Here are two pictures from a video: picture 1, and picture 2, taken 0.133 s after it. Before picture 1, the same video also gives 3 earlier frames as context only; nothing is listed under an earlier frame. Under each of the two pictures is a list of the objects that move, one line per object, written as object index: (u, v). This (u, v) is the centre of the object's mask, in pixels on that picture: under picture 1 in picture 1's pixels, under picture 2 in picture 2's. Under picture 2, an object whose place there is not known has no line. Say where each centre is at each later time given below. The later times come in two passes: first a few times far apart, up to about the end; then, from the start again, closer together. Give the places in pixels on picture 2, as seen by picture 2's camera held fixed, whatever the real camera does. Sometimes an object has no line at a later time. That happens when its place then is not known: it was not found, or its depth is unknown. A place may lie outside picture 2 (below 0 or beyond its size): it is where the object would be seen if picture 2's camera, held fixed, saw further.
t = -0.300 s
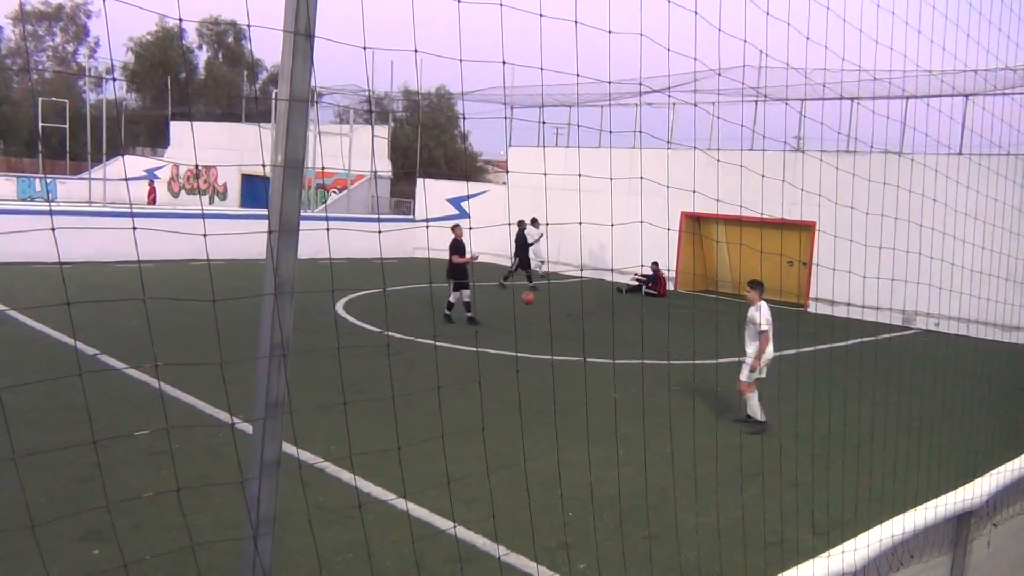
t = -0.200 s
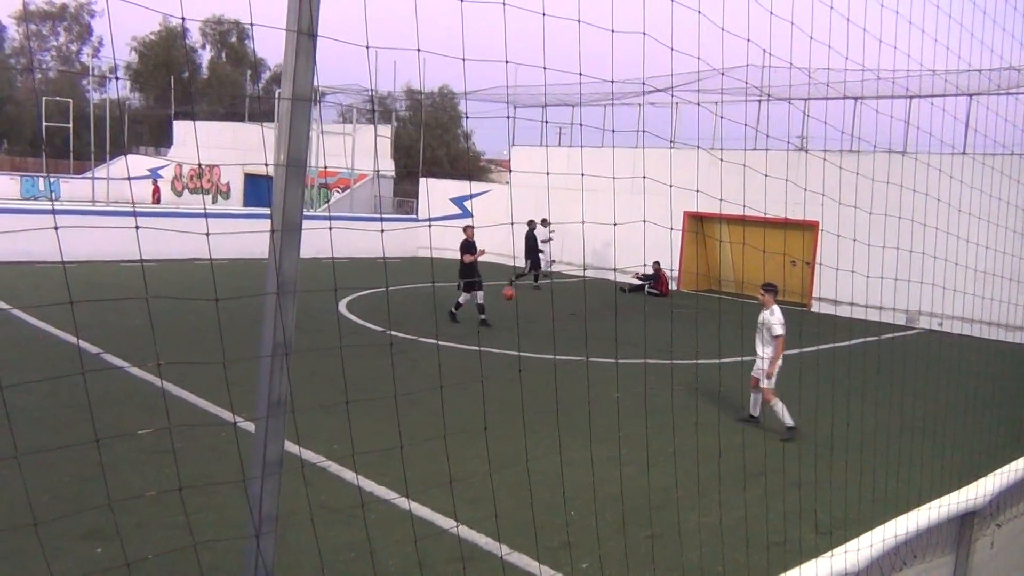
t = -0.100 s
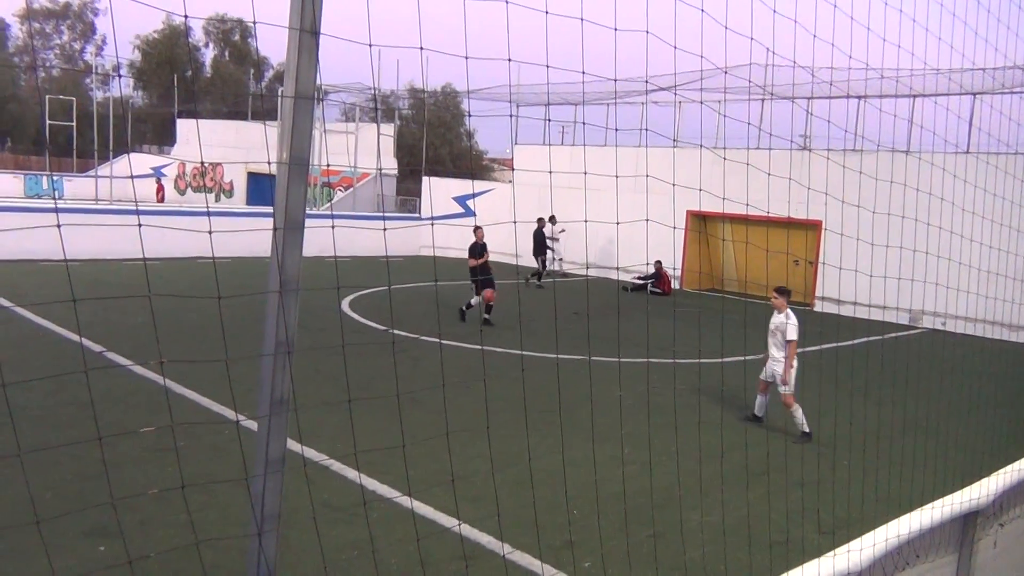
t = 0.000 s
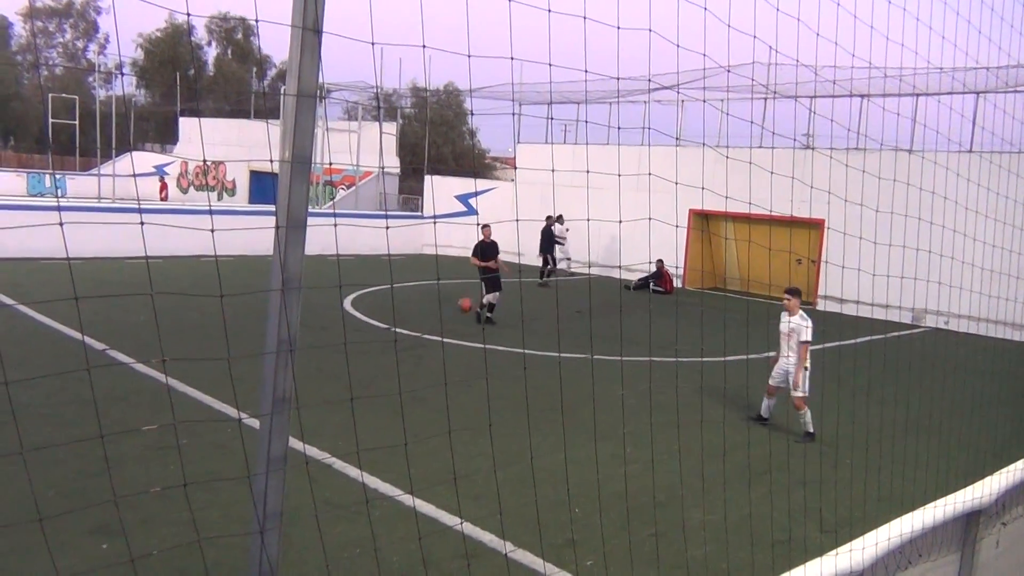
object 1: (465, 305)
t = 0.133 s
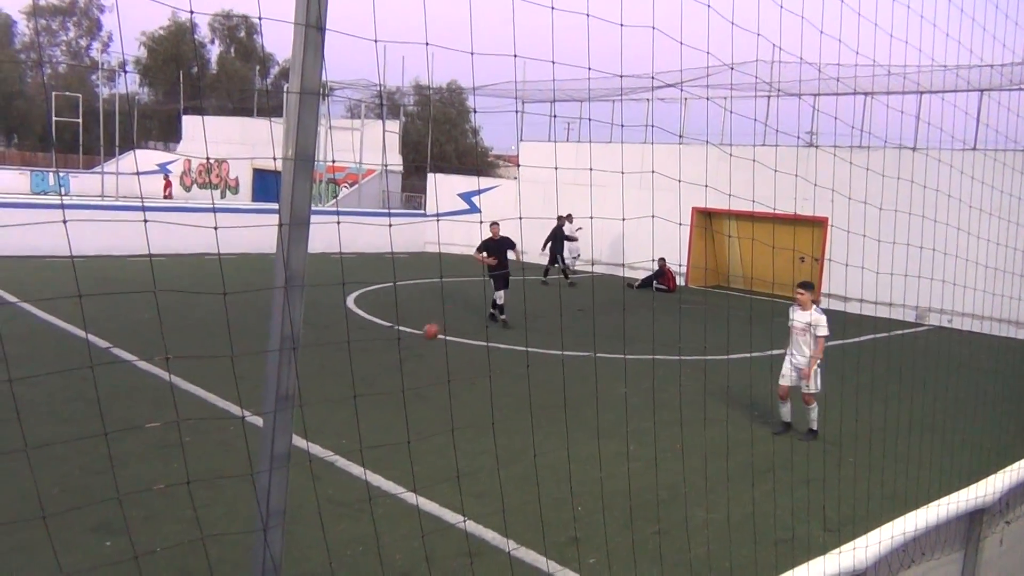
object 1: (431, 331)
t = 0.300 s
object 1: (378, 382)
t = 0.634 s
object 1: (249, 367)
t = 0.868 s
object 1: (126, 429)
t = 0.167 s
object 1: (421, 342)
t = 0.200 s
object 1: (411, 352)
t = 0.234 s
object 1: (400, 365)
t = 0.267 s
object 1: (390, 379)
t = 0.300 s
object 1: (378, 382)
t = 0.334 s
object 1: (368, 377)
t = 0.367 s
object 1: (356, 371)
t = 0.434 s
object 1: (333, 365)
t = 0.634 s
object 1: (249, 367)
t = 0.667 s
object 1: (234, 371)
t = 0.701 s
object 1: (217, 377)
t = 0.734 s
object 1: (201, 385)
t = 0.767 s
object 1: (183, 394)
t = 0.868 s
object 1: (126, 429)
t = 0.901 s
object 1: (105, 447)
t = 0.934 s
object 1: (83, 462)
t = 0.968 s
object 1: (61, 459)
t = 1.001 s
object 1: (38, 457)
